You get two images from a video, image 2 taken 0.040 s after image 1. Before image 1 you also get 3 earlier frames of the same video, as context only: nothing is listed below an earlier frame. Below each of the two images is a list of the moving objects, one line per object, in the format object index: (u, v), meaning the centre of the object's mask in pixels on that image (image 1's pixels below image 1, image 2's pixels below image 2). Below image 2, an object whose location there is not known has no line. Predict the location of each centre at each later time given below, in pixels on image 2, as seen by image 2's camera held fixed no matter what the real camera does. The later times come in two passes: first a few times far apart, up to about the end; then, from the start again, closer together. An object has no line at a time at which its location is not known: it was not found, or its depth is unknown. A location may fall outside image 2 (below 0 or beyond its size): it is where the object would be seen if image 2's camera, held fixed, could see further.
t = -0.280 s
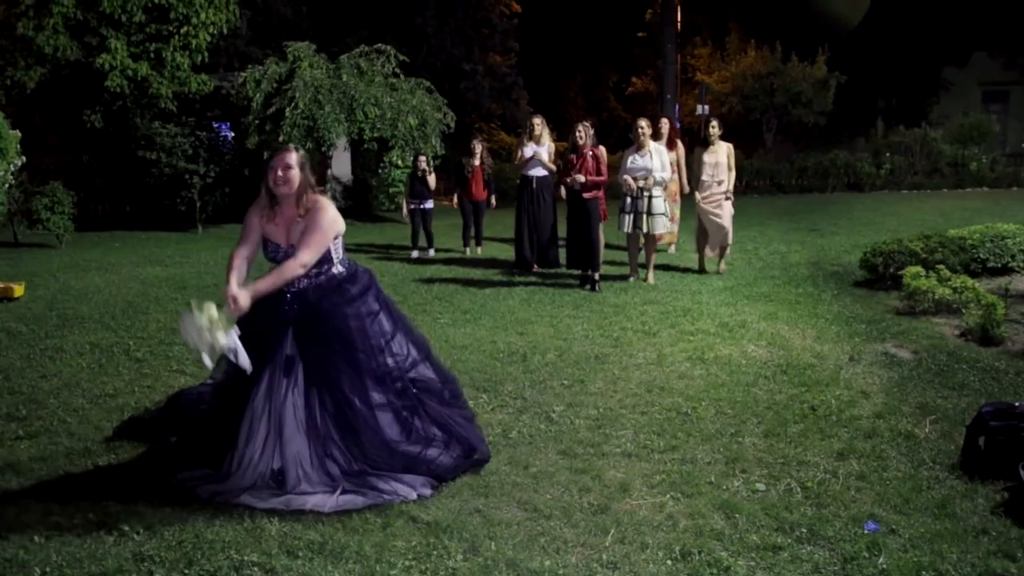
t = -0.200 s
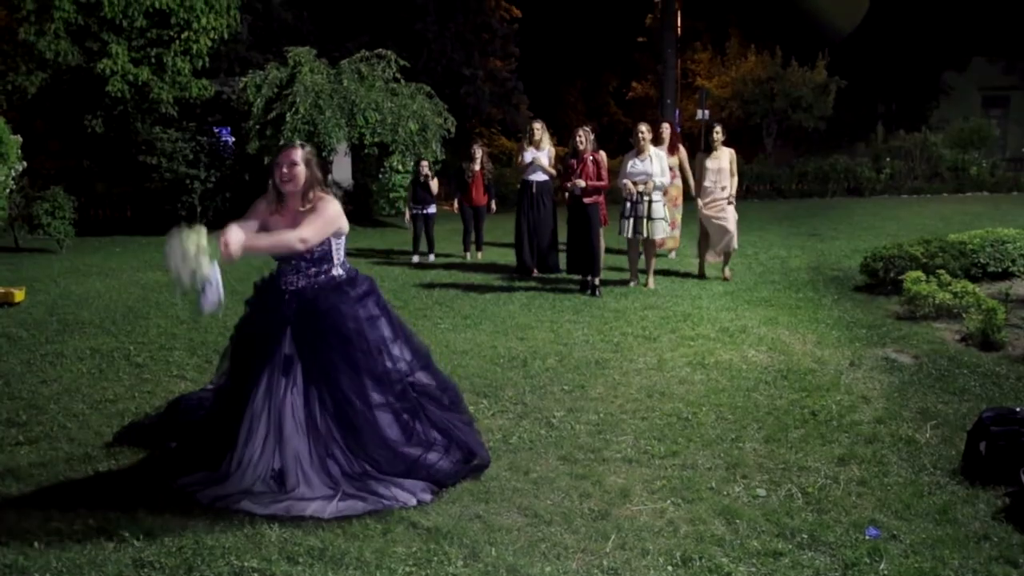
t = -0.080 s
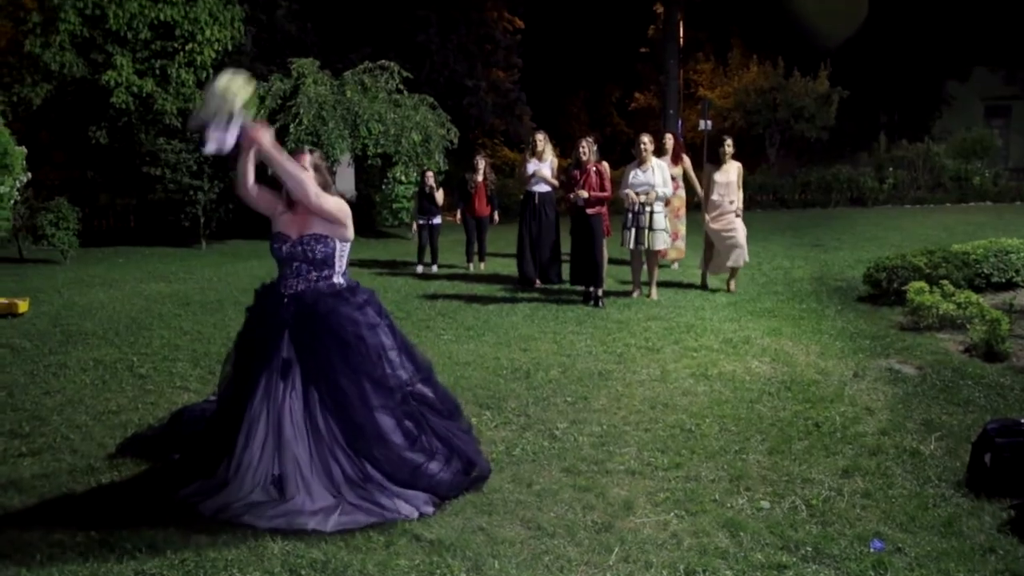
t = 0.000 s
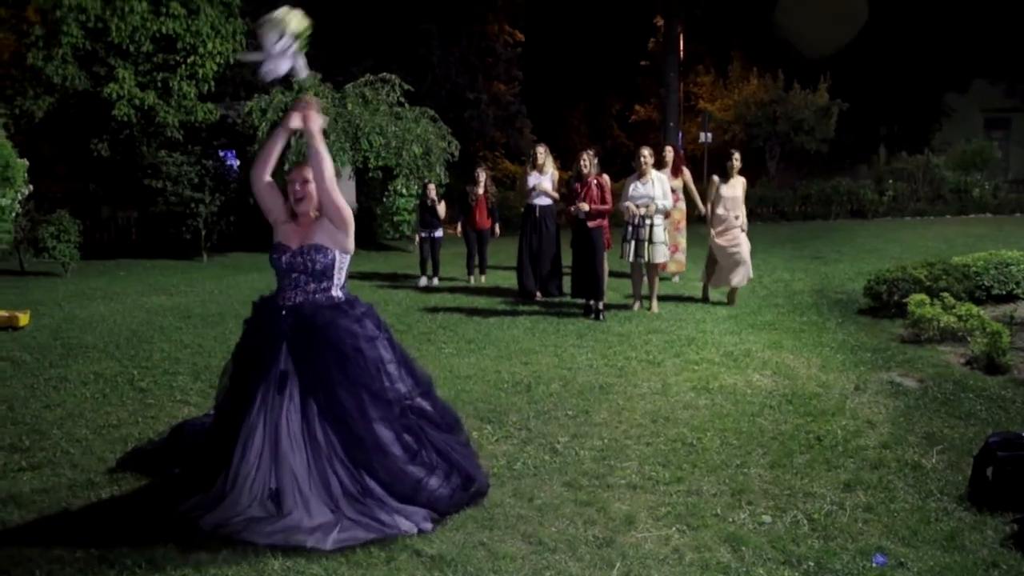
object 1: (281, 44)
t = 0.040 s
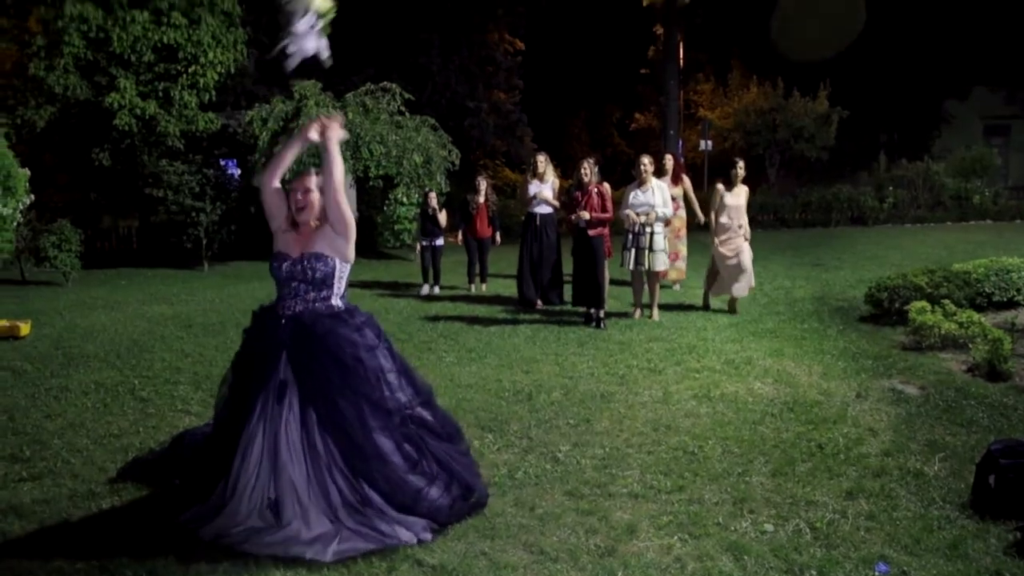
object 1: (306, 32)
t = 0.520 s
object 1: (494, -29)
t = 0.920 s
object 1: (574, 149)
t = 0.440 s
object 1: (472, -46)
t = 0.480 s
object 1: (483, -38)
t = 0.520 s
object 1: (494, -29)
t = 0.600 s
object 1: (514, -5)
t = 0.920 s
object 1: (574, 149)
